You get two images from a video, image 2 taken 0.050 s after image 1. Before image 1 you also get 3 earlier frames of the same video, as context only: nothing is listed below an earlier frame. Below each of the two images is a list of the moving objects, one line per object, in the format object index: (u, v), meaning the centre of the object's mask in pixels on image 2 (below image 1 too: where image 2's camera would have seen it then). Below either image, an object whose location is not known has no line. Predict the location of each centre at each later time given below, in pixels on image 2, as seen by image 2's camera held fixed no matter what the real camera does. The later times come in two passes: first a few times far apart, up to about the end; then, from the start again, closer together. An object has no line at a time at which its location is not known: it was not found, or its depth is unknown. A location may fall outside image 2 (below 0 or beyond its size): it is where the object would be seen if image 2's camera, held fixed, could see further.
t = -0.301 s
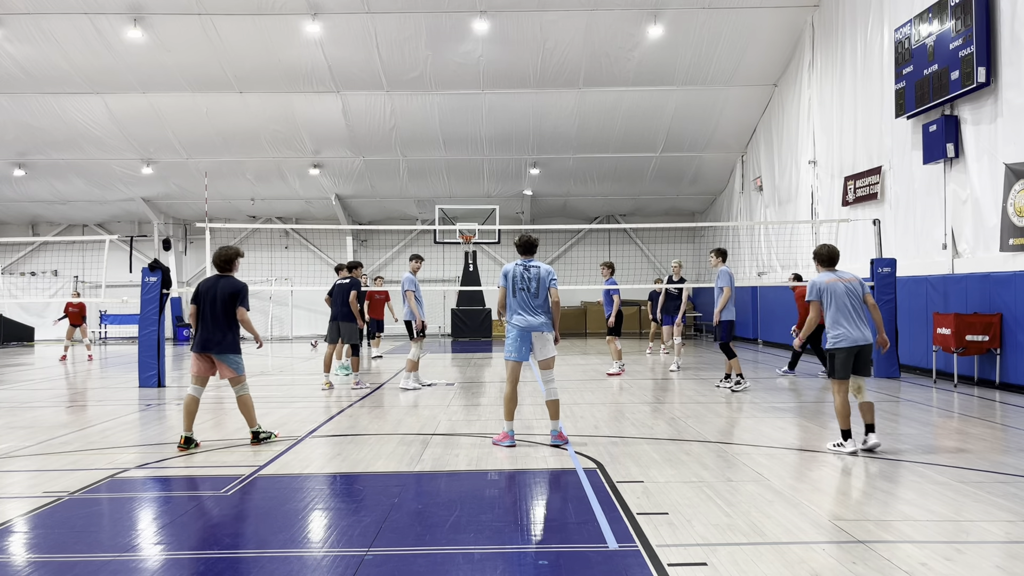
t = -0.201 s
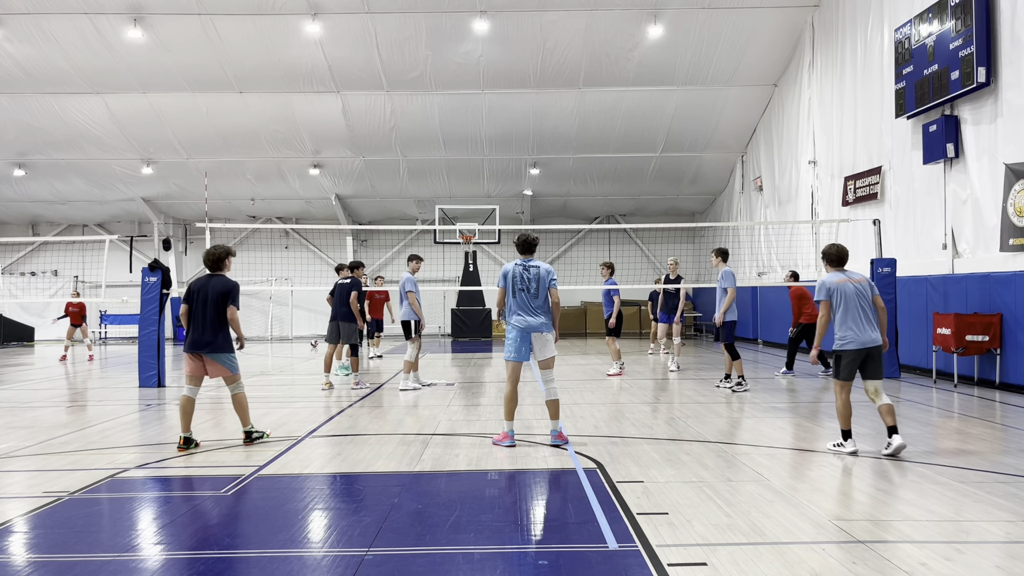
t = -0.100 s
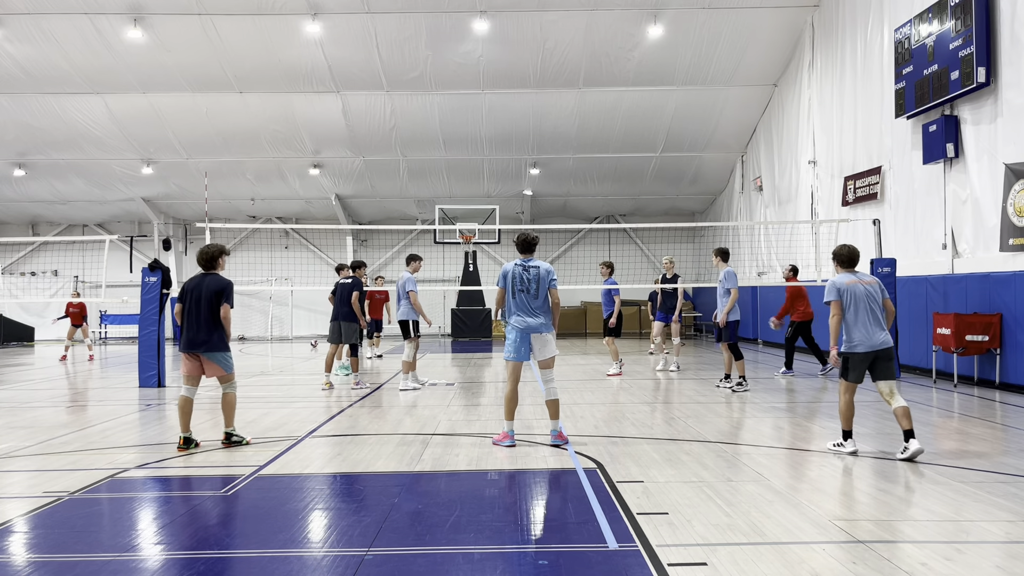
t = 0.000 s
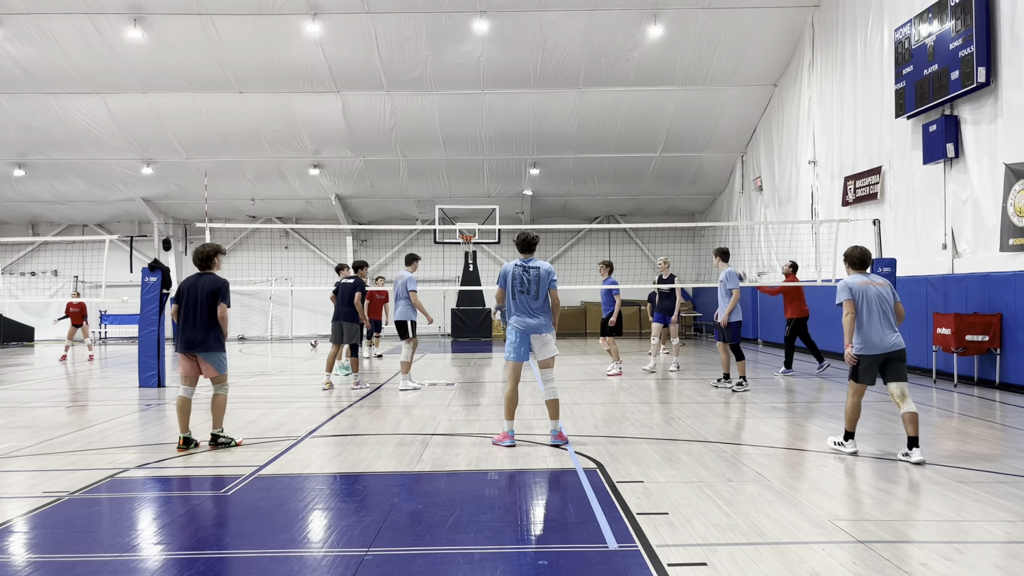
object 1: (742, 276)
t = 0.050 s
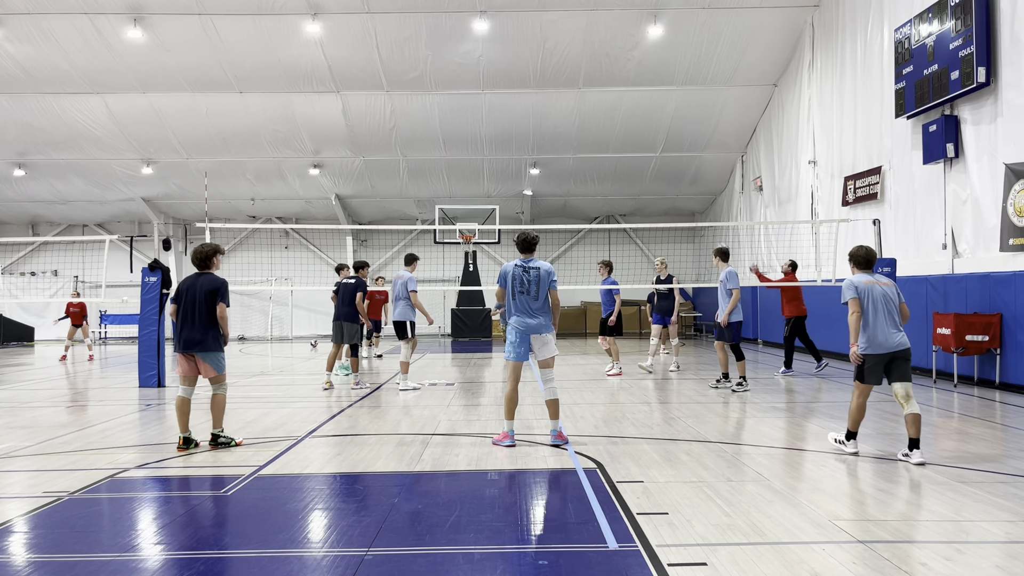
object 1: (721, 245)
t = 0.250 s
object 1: (660, 165)
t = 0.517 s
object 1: (584, 100)
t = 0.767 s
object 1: (520, 78)
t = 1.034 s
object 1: (457, 95)
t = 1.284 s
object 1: (402, 144)
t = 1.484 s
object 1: (363, 203)
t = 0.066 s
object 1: (717, 241)
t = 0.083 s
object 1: (712, 233)
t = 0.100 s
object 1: (706, 226)
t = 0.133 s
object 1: (696, 210)
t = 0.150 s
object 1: (691, 203)
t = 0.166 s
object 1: (685, 196)
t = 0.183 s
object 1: (680, 189)
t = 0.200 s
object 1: (675, 183)
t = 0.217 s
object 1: (670, 177)
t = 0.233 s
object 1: (665, 171)
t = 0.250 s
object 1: (660, 165)
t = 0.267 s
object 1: (655, 160)
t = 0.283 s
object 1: (651, 154)
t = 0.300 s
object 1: (645, 149)
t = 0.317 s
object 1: (641, 144)
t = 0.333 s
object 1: (636, 140)
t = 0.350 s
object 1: (631, 135)
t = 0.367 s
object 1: (626, 131)
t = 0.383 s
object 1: (621, 126)
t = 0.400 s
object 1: (617, 123)
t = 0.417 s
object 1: (612, 119)
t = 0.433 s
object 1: (607, 115)
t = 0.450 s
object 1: (602, 112)
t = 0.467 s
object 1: (598, 109)
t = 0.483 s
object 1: (594, 105)
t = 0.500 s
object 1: (589, 102)
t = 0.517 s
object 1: (584, 100)
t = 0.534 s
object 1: (580, 97)
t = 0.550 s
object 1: (576, 95)
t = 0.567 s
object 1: (571, 92)
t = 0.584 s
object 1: (566, 90)
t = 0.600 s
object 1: (562, 88)
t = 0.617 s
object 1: (558, 87)
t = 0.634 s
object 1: (554, 85)
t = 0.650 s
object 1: (550, 84)
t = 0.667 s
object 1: (545, 82)
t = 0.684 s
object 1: (541, 81)
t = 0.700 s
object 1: (536, 80)
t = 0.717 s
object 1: (532, 80)
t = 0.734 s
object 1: (528, 79)
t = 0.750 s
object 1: (524, 79)
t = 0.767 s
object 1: (520, 78)
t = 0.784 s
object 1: (516, 78)
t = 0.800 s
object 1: (512, 78)
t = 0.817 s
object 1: (508, 78)
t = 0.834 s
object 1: (504, 79)
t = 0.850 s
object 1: (500, 79)
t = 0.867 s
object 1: (496, 80)
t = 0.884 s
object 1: (492, 81)
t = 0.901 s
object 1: (488, 82)
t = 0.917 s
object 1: (484, 83)
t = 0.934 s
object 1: (480, 84)
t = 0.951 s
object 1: (476, 86)
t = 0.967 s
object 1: (472, 87)
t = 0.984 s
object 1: (468, 89)
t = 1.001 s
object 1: (464, 91)
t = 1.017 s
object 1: (461, 93)
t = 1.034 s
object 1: (457, 95)
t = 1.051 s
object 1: (453, 98)
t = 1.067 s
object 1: (449, 100)
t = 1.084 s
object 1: (445, 103)
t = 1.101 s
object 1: (441, 105)
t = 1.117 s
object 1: (438, 108)
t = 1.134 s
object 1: (434, 111)
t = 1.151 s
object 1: (431, 114)
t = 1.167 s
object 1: (427, 117)
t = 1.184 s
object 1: (423, 121)
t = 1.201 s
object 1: (420, 124)
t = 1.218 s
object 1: (416, 128)
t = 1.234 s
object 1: (413, 132)
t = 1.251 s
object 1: (409, 135)
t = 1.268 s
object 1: (406, 139)
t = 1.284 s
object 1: (402, 144)
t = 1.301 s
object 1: (399, 148)
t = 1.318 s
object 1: (396, 152)
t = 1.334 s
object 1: (392, 157)
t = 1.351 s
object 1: (389, 162)
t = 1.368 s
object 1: (386, 166)
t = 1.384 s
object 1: (382, 171)
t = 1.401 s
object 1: (379, 176)
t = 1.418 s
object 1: (376, 182)
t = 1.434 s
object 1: (372, 187)
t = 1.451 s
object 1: (369, 192)
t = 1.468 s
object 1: (366, 198)
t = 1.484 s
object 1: (363, 203)
